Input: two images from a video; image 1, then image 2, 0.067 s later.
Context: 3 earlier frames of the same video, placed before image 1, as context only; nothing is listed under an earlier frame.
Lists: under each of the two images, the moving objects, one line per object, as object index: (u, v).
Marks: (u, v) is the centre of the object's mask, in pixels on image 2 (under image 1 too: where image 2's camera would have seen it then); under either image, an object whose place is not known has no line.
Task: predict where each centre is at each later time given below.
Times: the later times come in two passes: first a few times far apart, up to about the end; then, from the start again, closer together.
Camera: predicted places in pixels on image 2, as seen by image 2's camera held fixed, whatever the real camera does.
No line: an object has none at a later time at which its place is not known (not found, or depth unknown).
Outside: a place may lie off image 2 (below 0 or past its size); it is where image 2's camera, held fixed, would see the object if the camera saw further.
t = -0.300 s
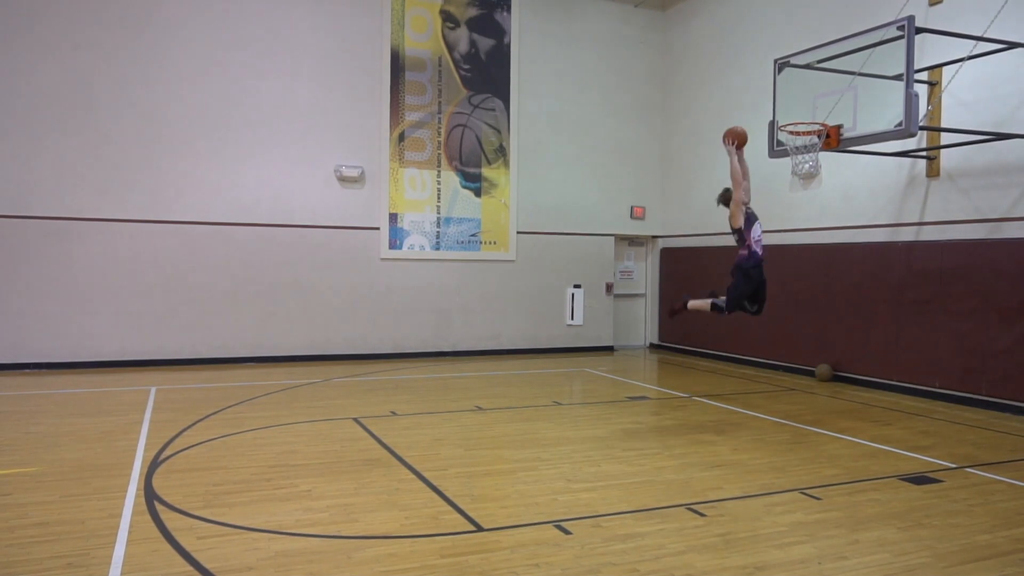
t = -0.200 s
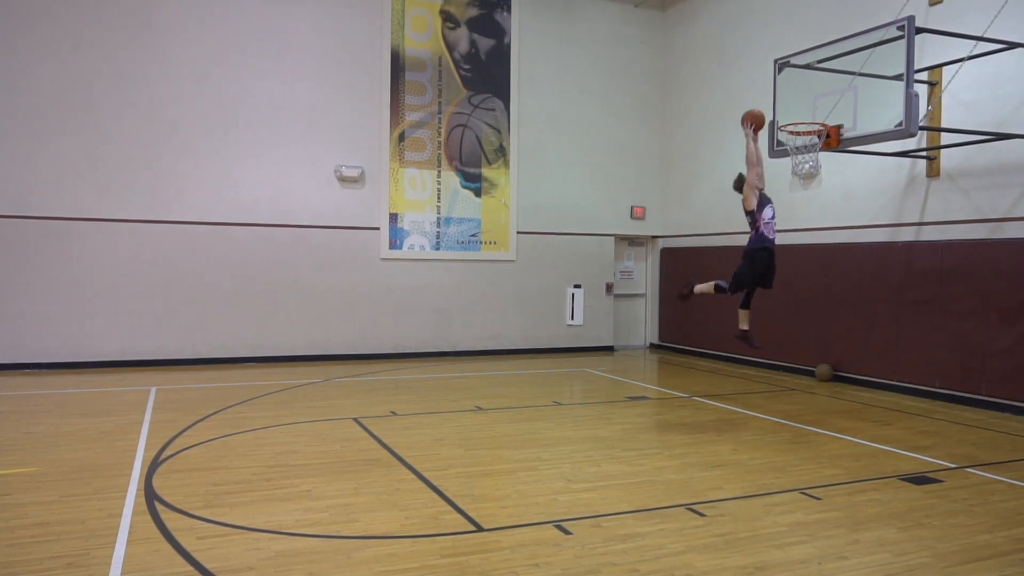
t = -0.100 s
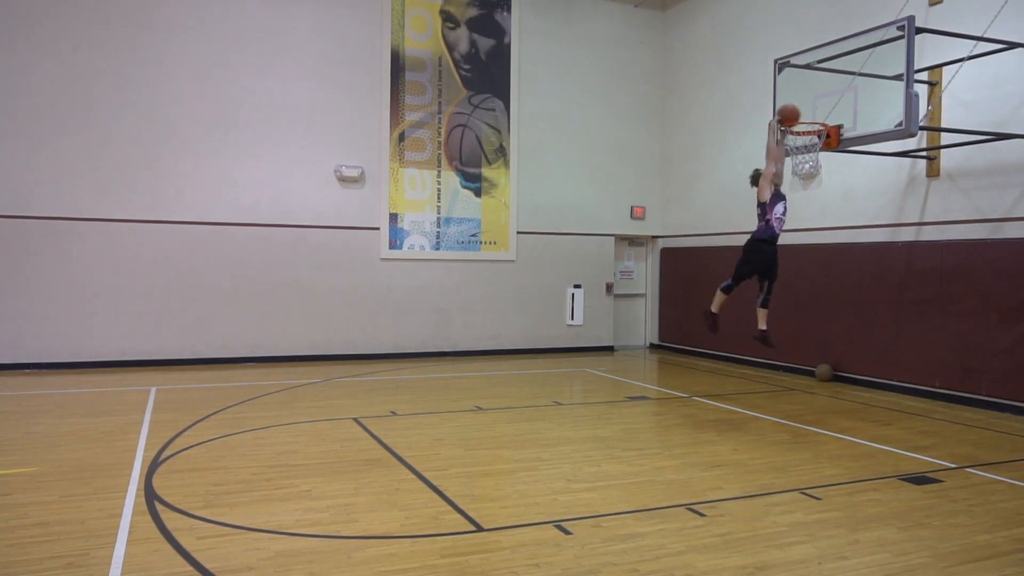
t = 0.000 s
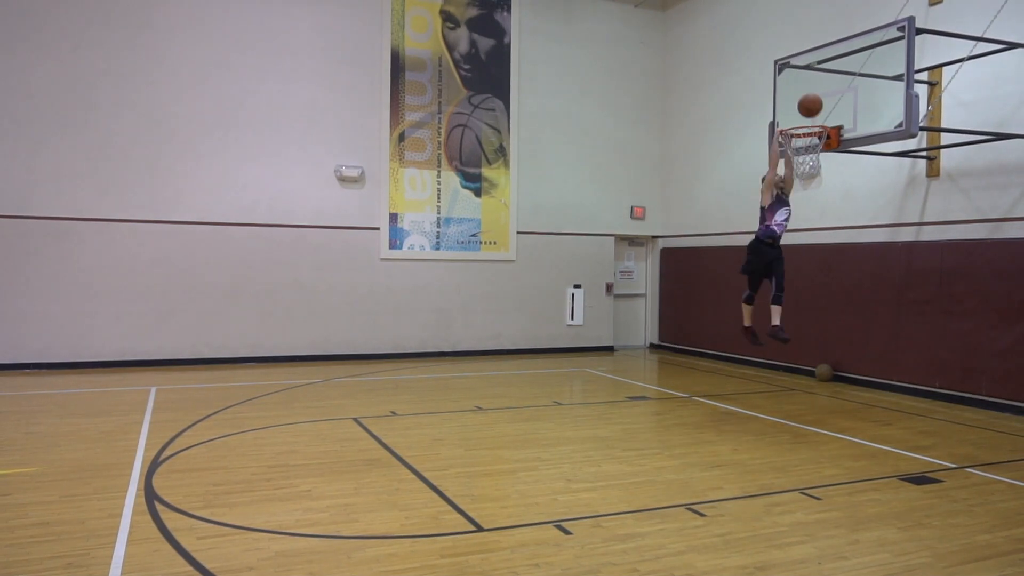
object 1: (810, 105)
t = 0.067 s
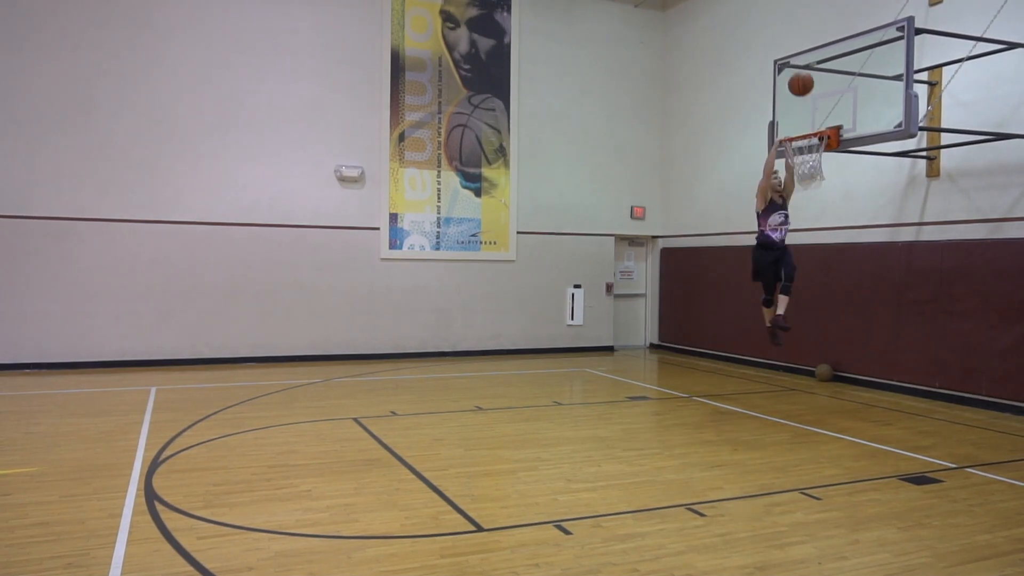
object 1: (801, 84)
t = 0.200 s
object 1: (780, 52)
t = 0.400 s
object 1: (746, 32)
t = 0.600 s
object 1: (705, 60)
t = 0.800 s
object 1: (655, 149)
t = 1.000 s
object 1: (596, 318)
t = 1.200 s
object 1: (534, 494)
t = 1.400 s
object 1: (510, 342)
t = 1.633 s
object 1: (474, 230)
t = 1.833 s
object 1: (435, 209)
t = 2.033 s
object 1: (385, 290)
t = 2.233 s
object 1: (320, 513)
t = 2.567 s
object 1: (163, 564)
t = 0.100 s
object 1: (796, 74)
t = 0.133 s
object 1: (790, 66)
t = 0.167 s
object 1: (786, 58)
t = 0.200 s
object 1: (780, 52)
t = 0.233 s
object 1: (775, 45)
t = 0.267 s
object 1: (769, 40)
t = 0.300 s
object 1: (764, 37)
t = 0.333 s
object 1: (758, 34)
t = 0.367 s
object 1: (752, 32)
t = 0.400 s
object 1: (746, 32)
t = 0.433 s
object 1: (739, 33)
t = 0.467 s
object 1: (733, 36)
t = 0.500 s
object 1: (726, 39)
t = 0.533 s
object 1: (719, 45)
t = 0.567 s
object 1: (712, 52)
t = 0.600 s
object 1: (705, 60)
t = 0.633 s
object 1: (697, 70)
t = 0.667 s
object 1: (689, 82)
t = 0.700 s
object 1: (681, 96)
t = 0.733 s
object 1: (673, 112)
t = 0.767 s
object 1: (664, 130)
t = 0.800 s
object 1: (655, 149)
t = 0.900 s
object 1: (627, 222)
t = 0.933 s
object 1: (616, 252)
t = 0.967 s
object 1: (606, 284)
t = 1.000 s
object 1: (596, 318)
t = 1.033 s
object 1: (584, 356)
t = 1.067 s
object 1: (572, 397)
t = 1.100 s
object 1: (560, 442)
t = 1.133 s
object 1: (550, 477)
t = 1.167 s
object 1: (538, 522)
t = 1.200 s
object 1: (534, 494)
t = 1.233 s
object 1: (530, 466)
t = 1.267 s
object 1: (527, 439)
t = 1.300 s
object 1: (523, 413)
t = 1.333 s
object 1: (518, 388)
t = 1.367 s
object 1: (514, 365)
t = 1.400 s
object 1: (510, 342)
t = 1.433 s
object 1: (505, 321)
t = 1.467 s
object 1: (501, 302)
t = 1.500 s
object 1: (496, 284)
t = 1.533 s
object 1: (491, 268)
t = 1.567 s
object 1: (485, 253)
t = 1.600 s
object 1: (480, 240)
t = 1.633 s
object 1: (474, 230)
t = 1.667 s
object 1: (468, 221)
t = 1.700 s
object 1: (462, 214)
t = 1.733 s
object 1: (456, 209)
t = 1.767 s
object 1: (449, 206)
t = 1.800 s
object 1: (442, 206)
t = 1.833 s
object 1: (435, 209)
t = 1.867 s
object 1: (427, 214)
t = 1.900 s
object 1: (419, 223)
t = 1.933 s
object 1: (411, 234)
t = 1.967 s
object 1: (403, 249)
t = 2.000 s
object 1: (394, 268)
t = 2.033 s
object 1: (385, 290)
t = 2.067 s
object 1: (375, 315)
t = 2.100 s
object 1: (365, 345)
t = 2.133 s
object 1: (354, 380)
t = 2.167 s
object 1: (343, 419)
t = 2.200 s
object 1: (332, 463)
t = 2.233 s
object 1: (320, 513)
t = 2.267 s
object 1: (309, 556)
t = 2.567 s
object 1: (163, 564)
